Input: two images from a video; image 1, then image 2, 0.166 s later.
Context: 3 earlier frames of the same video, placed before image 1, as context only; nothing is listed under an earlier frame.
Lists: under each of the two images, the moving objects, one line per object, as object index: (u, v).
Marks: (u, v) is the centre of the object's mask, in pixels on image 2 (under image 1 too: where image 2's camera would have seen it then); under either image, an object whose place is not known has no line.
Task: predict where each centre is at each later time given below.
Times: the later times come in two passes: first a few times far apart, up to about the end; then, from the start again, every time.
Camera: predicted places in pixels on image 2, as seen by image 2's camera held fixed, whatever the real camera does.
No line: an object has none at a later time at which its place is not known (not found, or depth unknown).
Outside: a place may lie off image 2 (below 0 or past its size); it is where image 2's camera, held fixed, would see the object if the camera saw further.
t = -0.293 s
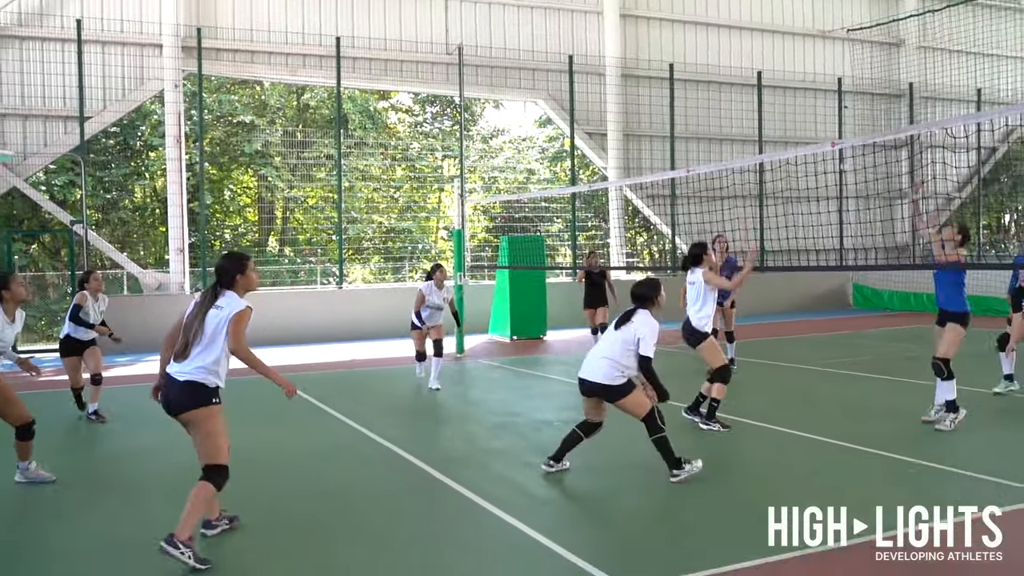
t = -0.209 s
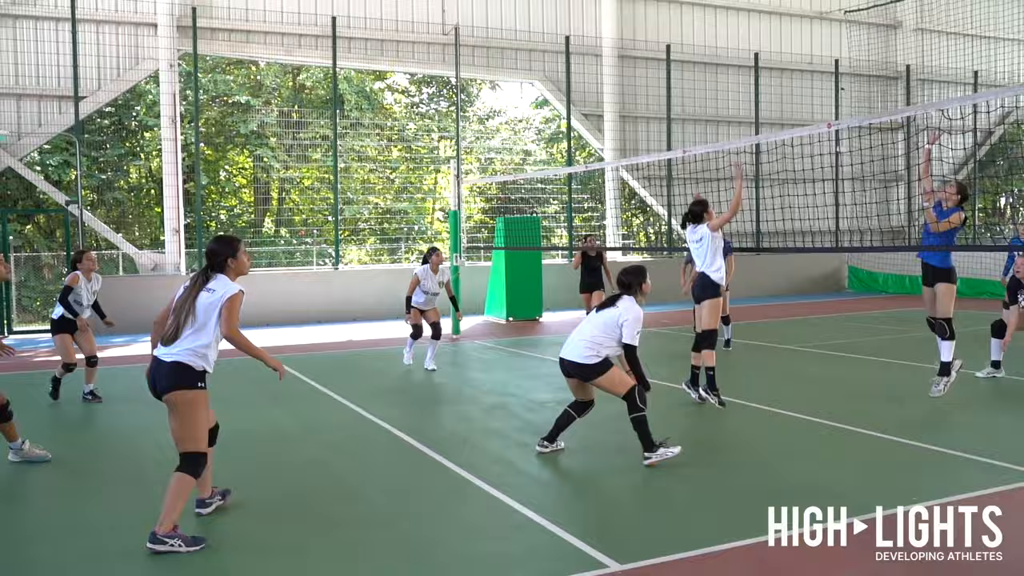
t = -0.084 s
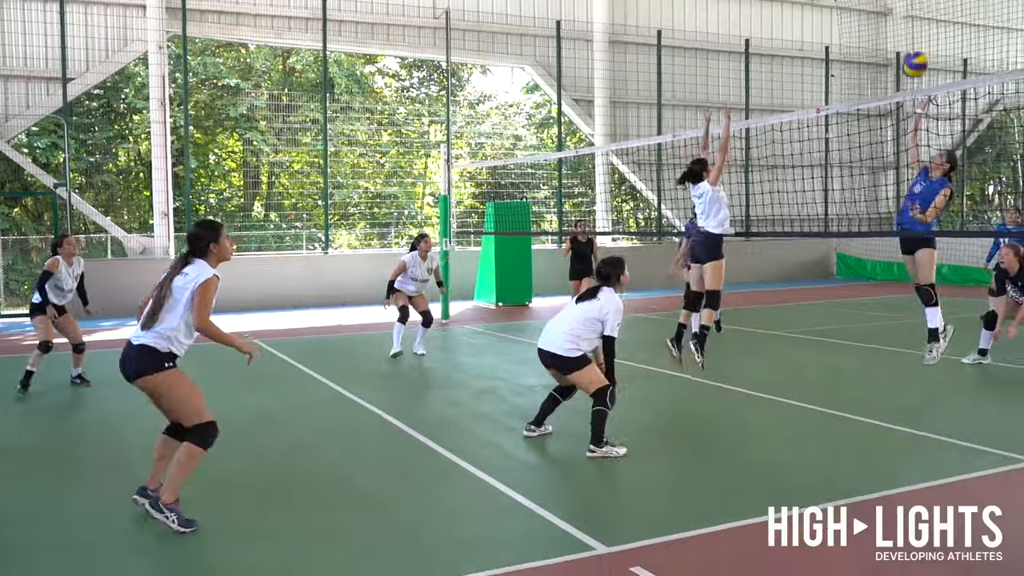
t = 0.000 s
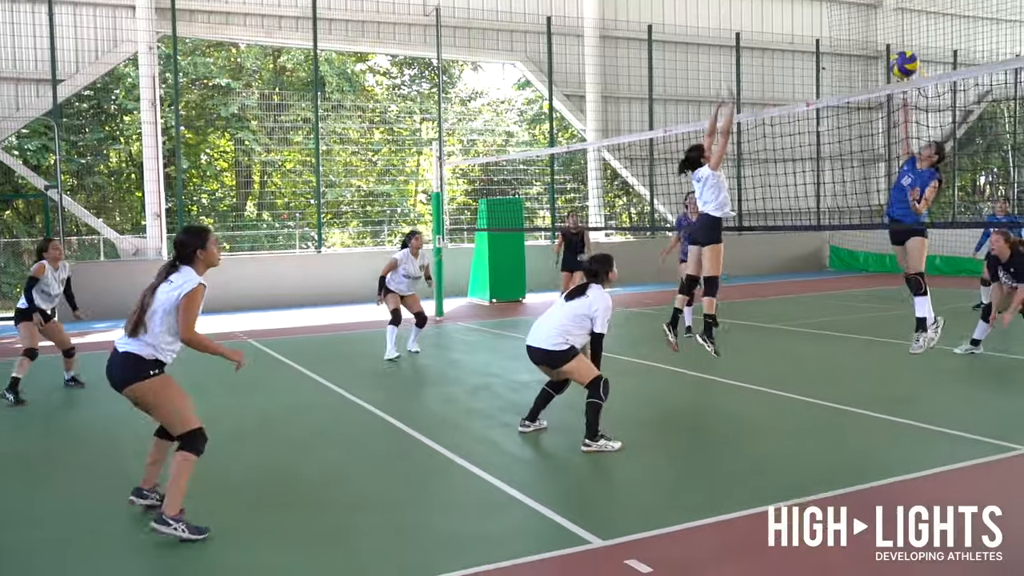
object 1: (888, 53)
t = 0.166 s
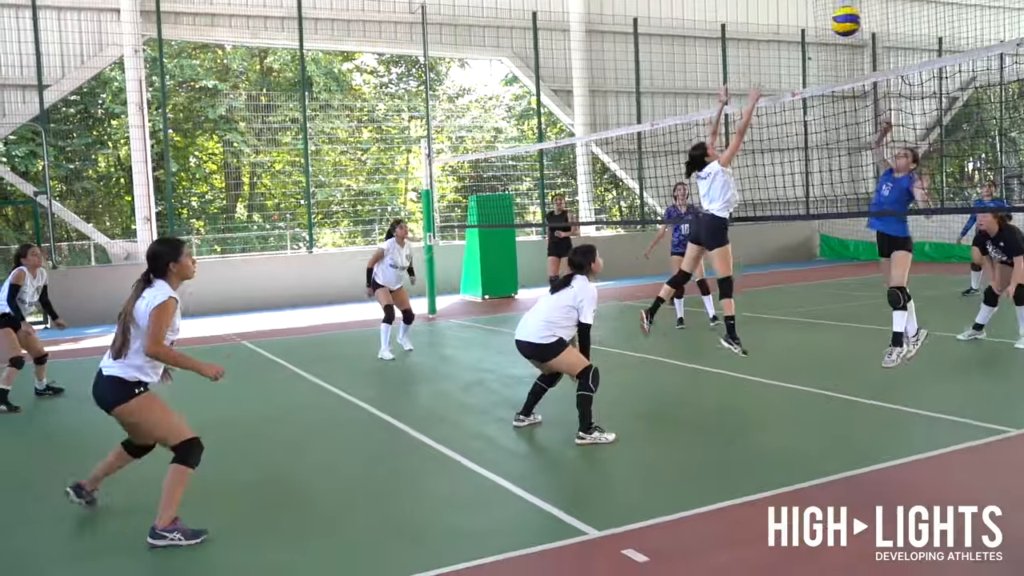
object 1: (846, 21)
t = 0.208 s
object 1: (833, 19)
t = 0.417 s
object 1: (769, 45)
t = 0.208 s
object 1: (833, 19)
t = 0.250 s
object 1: (822, 18)
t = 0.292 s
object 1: (811, 21)
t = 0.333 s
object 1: (797, 26)
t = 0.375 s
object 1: (784, 34)
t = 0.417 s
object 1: (769, 45)
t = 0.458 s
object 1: (753, 60)
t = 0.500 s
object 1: (738, 79)
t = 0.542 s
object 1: (721, 101)
